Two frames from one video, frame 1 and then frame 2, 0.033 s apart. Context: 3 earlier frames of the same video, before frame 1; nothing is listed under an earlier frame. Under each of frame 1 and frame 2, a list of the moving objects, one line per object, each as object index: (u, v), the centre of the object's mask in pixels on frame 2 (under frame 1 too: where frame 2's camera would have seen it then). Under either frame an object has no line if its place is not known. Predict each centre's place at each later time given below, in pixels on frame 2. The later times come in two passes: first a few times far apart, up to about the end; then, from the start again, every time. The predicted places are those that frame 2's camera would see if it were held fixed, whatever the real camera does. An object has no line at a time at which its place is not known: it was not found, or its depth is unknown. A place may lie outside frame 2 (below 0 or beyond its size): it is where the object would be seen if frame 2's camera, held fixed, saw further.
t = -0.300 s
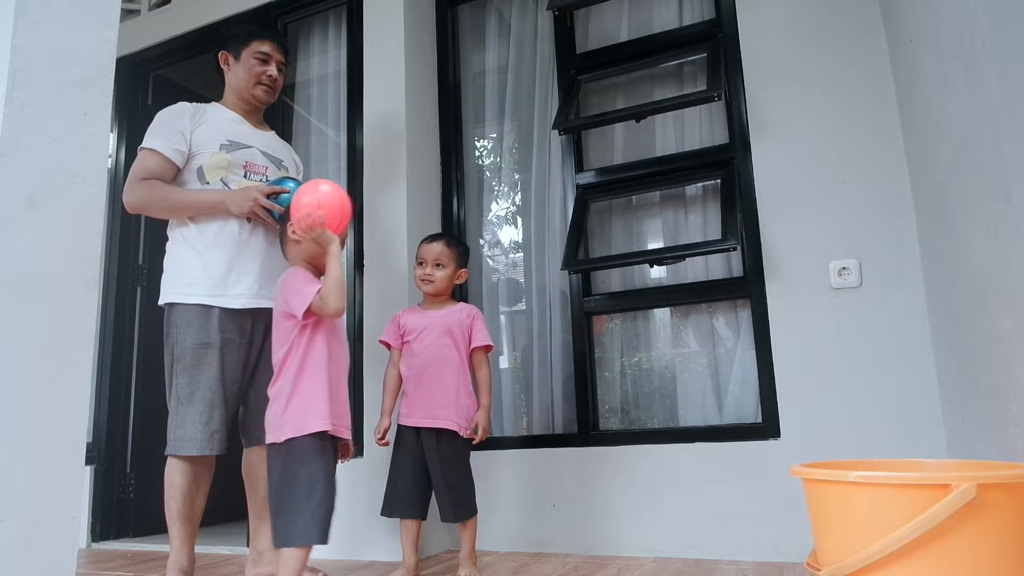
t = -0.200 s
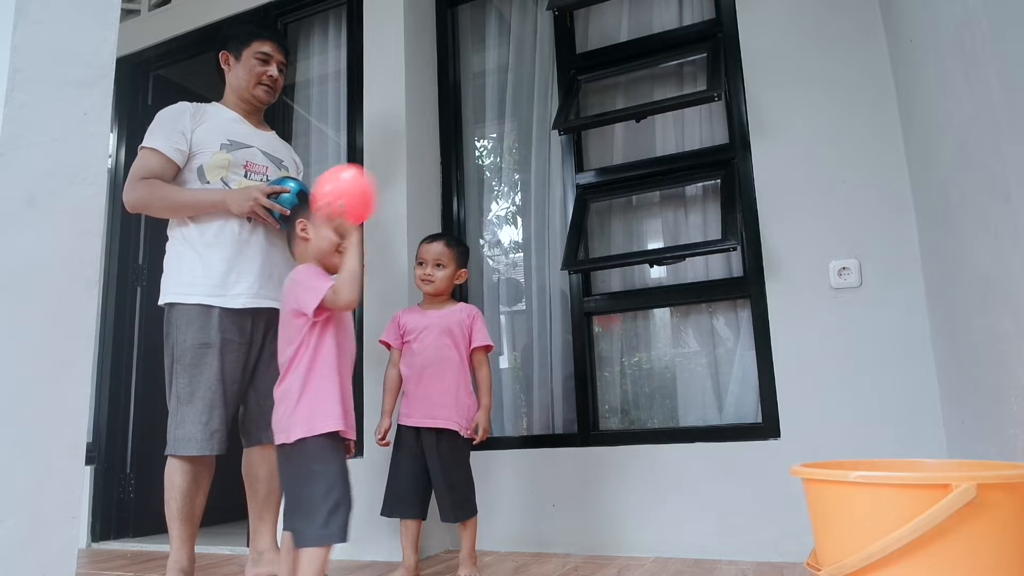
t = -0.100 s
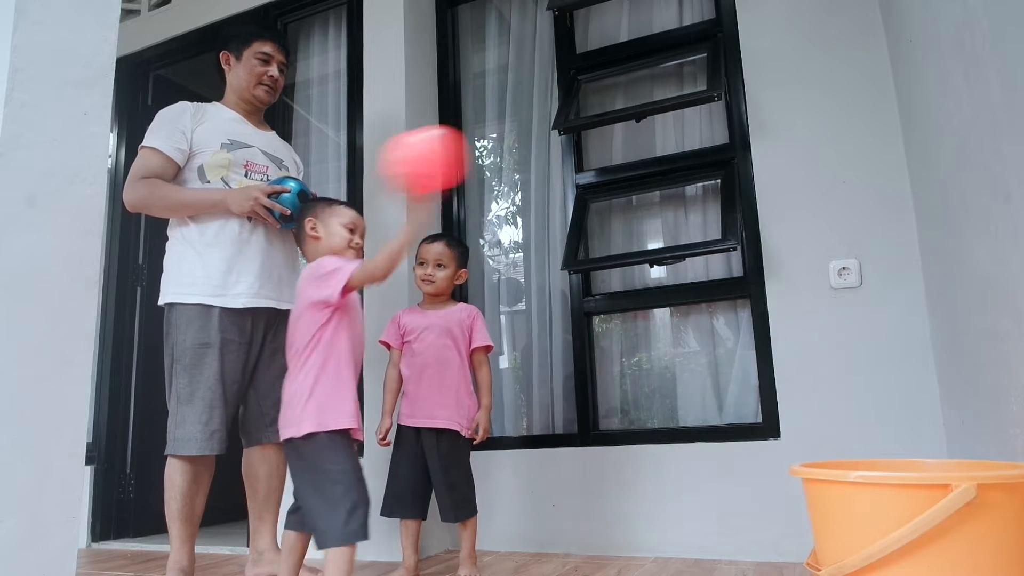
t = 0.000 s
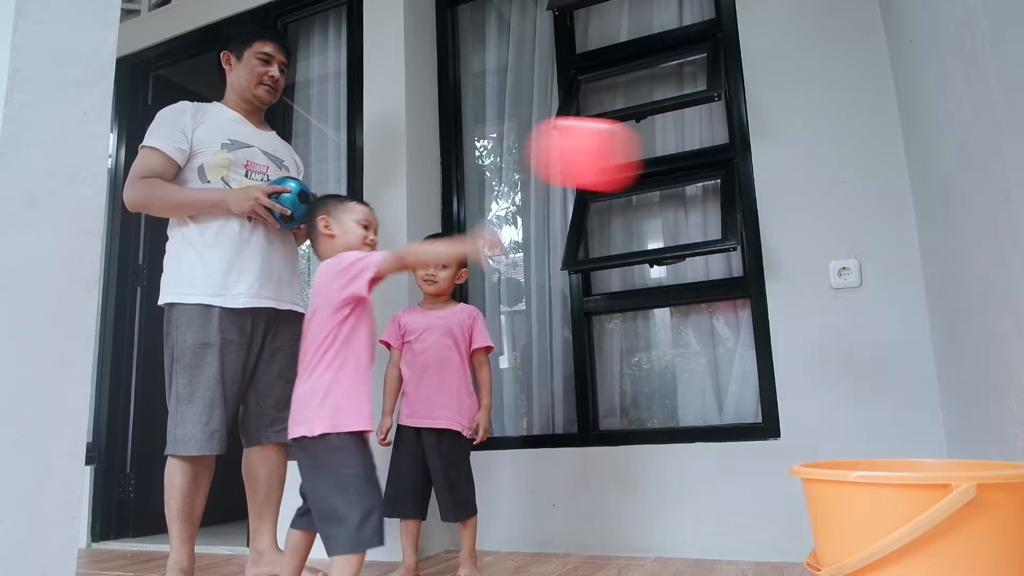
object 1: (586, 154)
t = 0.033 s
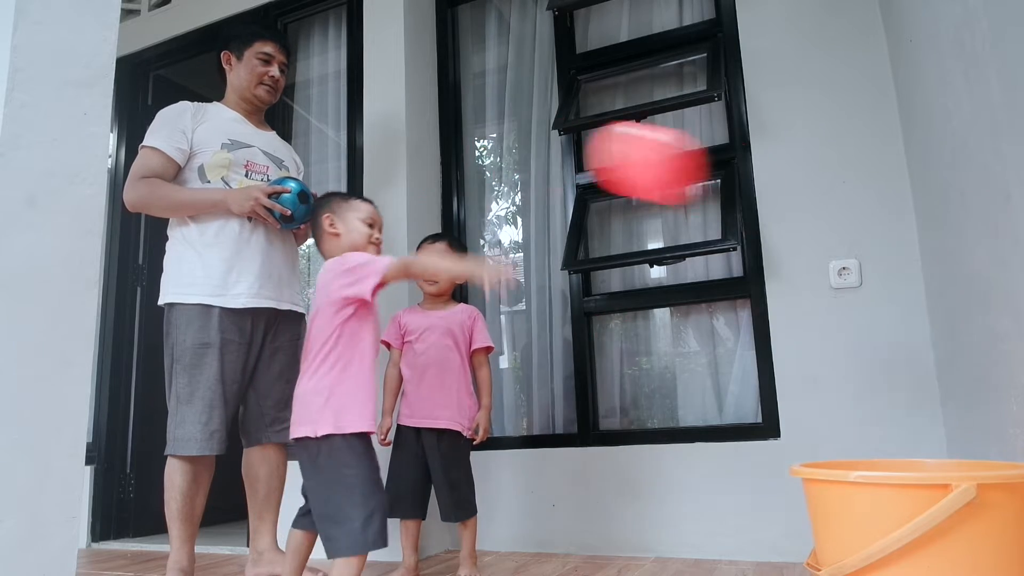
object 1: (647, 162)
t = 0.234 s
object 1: (942, 349)
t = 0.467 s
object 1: (777, 409)
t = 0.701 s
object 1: (705, 560)
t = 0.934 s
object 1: (656, 554)
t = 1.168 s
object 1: (609, 558)
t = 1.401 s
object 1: (571, 554)
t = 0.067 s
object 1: (710, 179)
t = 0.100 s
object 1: (784, 202)
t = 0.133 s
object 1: (869, 234)
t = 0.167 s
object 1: (956, 278)
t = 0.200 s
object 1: (972, 314)
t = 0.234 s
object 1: (942, 349)
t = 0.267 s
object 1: (910, 390)
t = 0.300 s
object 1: (877, 429)
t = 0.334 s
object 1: (848, 419)
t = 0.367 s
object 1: (826, 407)
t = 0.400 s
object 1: (805, 402)
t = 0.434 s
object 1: (790, 403)
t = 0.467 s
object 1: (777, 409)
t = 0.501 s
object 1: (767, 418)
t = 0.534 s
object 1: (756, 433)
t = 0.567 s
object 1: (747, 450)
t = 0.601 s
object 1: (735, 475)
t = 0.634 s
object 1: (724, 509)
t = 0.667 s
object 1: (714, 541)
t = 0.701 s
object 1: (705, 560)
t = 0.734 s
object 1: (693, 562)
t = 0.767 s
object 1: (687, 555)
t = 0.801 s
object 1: (681, 550)
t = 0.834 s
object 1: (674, 547)
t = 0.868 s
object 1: (668, 547)
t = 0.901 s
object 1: (662, 549)
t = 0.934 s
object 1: (656, 554)
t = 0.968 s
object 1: (652, 560)
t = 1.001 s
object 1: (644, 560)
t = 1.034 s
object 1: (637, 558)
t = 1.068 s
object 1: (630, 558)
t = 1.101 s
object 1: (623, 559)
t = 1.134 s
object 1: (616, 559)
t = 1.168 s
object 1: (609, 558)
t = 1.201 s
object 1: (602, 558)
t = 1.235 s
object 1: (596, 557)
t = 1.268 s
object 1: (590, 556)
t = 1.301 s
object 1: (585, 556)
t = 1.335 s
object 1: (580, 556)
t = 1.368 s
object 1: (575, 555)
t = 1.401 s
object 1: (571, 554)
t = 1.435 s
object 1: (566, 555)
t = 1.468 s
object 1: (562, 554)
